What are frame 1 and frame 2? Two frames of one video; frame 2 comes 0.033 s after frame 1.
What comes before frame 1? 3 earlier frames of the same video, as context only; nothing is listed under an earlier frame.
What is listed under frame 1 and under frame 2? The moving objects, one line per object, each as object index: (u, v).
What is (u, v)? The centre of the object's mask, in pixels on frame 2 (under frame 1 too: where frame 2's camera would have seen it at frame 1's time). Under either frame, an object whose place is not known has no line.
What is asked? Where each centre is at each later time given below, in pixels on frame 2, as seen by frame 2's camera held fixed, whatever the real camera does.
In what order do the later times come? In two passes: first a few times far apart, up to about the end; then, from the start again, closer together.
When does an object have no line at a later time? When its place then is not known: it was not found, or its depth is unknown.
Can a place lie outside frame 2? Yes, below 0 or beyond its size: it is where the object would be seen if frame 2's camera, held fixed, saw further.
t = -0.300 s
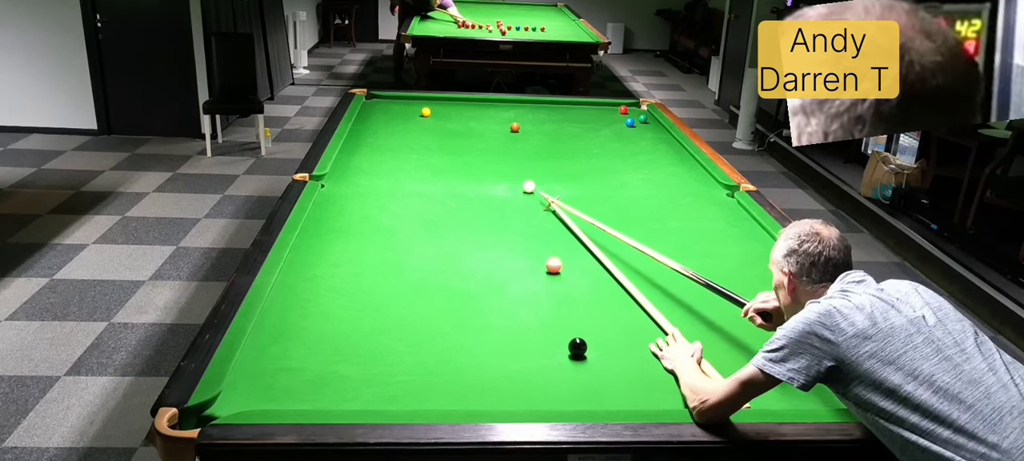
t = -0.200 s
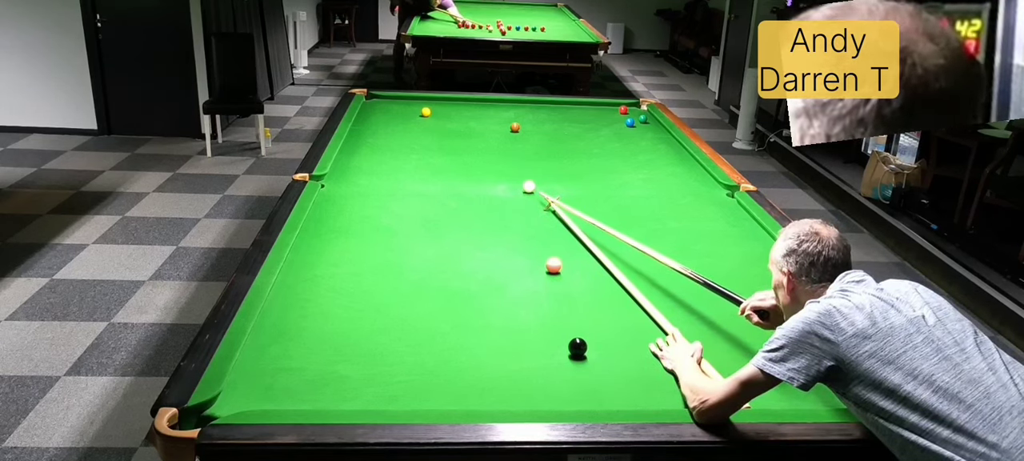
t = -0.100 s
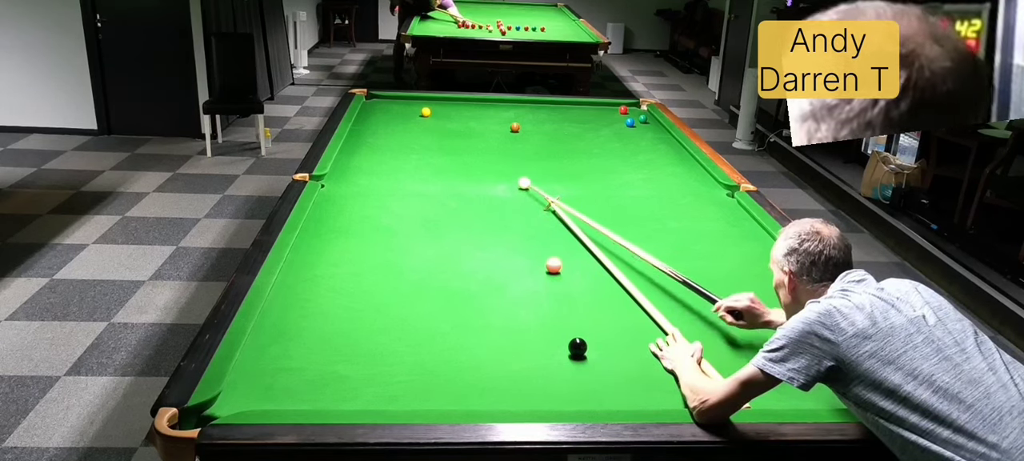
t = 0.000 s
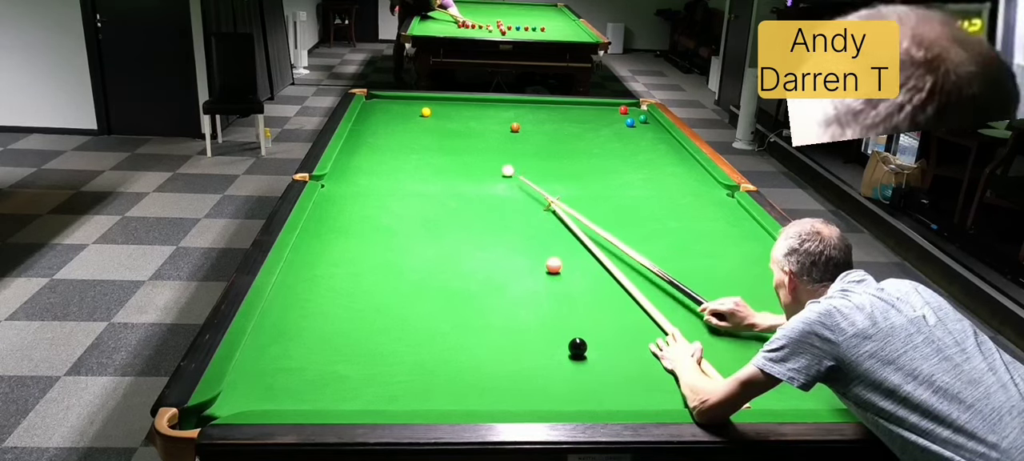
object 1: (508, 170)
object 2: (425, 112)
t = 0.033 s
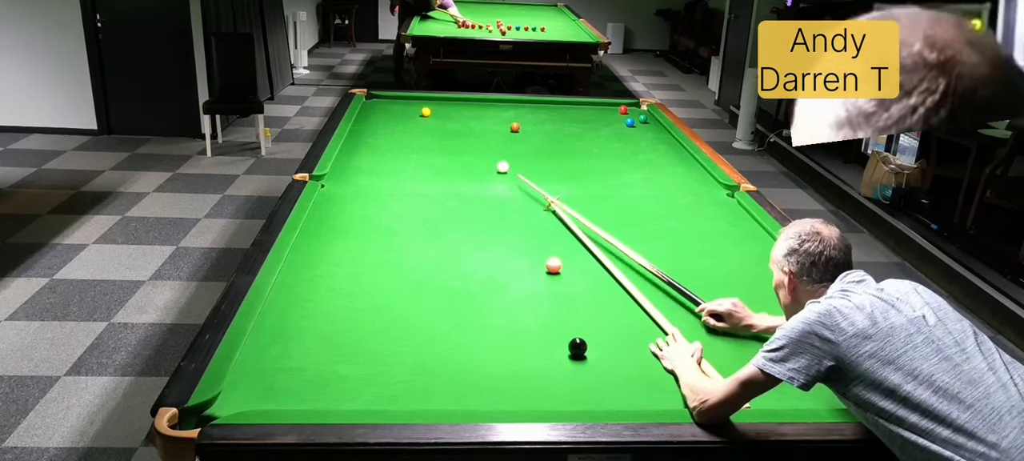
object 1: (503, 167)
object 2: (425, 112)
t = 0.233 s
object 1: (477, 147)
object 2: (425, 112)
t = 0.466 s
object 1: (451, 128)
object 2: (425, 112)
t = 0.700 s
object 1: (432, 113)
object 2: (422, 111)
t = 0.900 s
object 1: (439, 110)
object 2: (400, 102)
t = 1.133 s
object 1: (443, 105)
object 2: (381, 97)
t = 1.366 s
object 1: (447, 101)
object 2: (370, 100)
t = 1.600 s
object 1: (450, 99)
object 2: (377, 104)
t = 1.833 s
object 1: (452, 102)
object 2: (384, 107)
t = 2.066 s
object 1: (454, 104)
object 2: (391, 111)
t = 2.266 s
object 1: (455, 106)
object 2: (398, 114)
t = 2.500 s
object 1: (457, 108)
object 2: (404, 117)
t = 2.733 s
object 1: (458, 110)
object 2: (411, 120)
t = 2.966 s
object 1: (460, 113)
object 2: (418, 123)
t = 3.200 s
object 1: (461, 115)
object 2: (424, 126)
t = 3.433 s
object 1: (462, 117)
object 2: (430, 130)
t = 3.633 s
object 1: (463, 118)
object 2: (435, 132)
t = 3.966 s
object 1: (467, 119)
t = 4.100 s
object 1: (466, 121)
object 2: (447, 137)
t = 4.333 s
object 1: (467, 122)
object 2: (451, 140)
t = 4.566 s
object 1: (468, 123)
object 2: (456, 142)
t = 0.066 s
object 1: (498, 163)
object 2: (425, 112)
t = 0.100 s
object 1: (493, 160)
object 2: (425, 112)
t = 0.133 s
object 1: (489, 157)
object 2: (425, 112)
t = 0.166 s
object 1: (485, 154)
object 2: (425, 112)
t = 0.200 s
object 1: (481, 150)
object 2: (425, 112)
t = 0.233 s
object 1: (477, 147)
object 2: (425, 112)
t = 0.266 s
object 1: (473, 145)
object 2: (425, 112)
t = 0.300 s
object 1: (469, 142)
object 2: (425, 112)
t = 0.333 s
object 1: (465, 139)
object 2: (425, 112)
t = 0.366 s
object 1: (461, 136)
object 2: (425, 112)
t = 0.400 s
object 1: (458, 133)
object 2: (425, 112)
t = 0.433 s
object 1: (454, 131)
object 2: (425, 112)
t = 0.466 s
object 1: (451, 128)
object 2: (425, 112)
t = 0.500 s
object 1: (447, 126)
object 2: (425, 112)
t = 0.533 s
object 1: (444, 123)
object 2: (425, 112)
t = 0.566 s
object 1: (441, 121)
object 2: (425, 112)
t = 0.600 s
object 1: (438, 119)
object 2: (425, 112)
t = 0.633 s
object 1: (435, 117)
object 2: (425, 112)
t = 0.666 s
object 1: (432, 114)
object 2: (424, 112)
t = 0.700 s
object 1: (432, 113)
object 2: (422, 111)
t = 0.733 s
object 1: (433, 113)
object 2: (418, 109)
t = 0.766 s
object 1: (435, 112)
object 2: (414, 108)
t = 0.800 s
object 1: (436, 112)
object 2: (410, 106)
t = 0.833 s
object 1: (437, 111)
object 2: (406, 105)
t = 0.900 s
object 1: (439, 110)
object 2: (400, 102)
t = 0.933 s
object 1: (439, 109)
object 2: (397, 101)
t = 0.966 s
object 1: (440, 109)
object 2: (394, 100)
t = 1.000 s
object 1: (441, 108)
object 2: (391, 99)
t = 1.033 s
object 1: (441, 107)
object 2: (389, 98)
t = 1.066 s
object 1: (442, 107)
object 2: (386, 97)
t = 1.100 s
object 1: (443, 106)
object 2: (383, 96)
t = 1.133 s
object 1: (443, 105)
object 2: (381, 97)
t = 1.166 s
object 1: (444, 104)
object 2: (378, 98)
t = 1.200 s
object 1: (444, 104)
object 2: (376, 98)
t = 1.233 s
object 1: (445, 103)
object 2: (373, 99)
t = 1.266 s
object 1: (445, 103)
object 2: (371, 99)
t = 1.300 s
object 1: (446, 102)
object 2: (369, 99)
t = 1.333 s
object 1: (447, 101)
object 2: (369, 100)
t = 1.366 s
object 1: (447, 101)
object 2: (370, 100)
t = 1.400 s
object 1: (448, 100)
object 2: (371, 101)
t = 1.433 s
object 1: (448, 100)
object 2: (372, 102)
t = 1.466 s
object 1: (449, 99)
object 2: (373, 102)
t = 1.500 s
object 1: (450, 98)
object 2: (374, 103)
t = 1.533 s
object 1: (450, 98)
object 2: (375, 103)
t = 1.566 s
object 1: (450, 98)
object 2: (376, 103)
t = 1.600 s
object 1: (450, 99)
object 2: (377, 104)
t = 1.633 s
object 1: (451, 99)
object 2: (378, 104)
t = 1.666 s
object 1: (451, 100)
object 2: (379, 105)
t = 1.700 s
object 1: (451, 100)
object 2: (380, 105)
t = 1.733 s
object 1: (451, 100)
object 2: (382, 106)
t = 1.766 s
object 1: (452, 101)
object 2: (382, 106)
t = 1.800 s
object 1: (452, 101)
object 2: (384, 107)
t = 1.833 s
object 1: (452, 102)
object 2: (384, 107)
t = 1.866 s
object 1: (452, 102)
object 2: (385, 108)
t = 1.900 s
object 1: (452, 102)
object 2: (386, 108)
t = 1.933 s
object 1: (453, 103)
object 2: (388, 109)
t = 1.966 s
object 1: (453, 103)
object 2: (389, 109)
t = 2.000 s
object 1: (453, 103)
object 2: (390, 110)
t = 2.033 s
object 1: (454, 104)
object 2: (391, 110)
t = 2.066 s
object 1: (454, 104)
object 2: (391, 111)
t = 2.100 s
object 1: (454, 104)
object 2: (392, 111)
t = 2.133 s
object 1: (454, 105)
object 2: (393, 112)
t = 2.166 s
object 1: (455, 105)
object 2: (395, 112)
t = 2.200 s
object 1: (455, 105)
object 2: (396, 113)
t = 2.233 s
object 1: (455, 106)
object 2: (397, 113)
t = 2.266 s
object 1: (455, 106)
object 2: (398, 114)
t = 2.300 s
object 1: (455, 106)
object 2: (399, 114)
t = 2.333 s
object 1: (455, 107)
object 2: (400, 115)
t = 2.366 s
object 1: (456, 107)
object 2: (401, 115)
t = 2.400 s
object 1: (456, 107)
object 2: (402, 115)
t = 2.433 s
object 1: (456, 108)
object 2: (403, 116)
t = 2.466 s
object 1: (456, 108)
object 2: (403, 117)
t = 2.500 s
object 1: (457, 108)
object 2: (404, 117)
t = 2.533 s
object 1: (457, 109)
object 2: (405, 118)
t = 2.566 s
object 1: (457, 109)
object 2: (407, 118)
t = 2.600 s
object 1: (457, 109)
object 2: (407, 119)
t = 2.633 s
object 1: (458, 110)
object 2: (408, 119)
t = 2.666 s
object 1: (458, 110)
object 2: (409, 119)
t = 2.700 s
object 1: (458, 110)
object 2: (410, 120)
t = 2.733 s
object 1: (458, 110)
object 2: (411, 120)
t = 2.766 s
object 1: (458, 111)
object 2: (412, 121)
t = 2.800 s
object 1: (459, 111)
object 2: (413, 121)
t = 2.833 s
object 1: (459, 111)
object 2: (414, 122)
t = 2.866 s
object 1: (459, 112)
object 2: (415, 122)
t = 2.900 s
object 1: (459, 112)
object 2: (416, 122)
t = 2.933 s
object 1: (459, 112)
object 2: (417, 123)
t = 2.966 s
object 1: (460, 113)
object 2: (418, 123)
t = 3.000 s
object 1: (460, 113)
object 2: (419, 124)
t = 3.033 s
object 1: (460, 113)
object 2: (420, 124)
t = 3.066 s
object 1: (460, 113)
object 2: (420, 125)
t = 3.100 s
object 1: (460, 114)
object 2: (421, 125)
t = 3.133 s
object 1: (461, 114)
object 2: (422, 126)
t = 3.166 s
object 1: (461, 114)
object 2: (423, 126)
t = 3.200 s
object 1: (461, 115)
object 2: (424, 126)
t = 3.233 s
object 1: (461, 115)
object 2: (425, 127)
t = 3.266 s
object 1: (461, 115)
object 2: (426, 127)
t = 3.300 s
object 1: (461, 116)
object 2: (427, 128)
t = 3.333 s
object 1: (462, 116)
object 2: (428, 128)
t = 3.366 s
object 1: (462, 116)
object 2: (428, 129)
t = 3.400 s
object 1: (462, 116)
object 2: (429, 129)
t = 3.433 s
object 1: (462, 117)
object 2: (430, 130)
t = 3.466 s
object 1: (462, 117)
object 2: (431, 130)
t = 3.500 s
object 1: (463, 117)
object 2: (432, 130)
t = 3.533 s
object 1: (463, 117)
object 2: (433, 131)
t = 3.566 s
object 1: (463, 118)
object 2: (434, 131)
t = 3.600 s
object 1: (463, 118)
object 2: (435, 132)
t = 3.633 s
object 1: (463, 118)
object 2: (435, 132)
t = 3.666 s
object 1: (464, 118)
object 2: (436, 133)
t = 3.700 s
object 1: (464, 118)
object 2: (437, 133)
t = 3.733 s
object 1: (464, 119)
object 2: (438, 133)
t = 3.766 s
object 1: (465, 119)
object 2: (439, 134)
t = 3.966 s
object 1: (467, 119)
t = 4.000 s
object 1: (466, 121)
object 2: (445, 136)
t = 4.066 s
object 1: (466, 121)
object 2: (446, 137)
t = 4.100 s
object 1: (466, 121)
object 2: (447, 137)
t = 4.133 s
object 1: (466, 121)
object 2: (447, 138)
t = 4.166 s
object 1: (466, 121)
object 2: (448, 138)
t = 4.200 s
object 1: (466, 122)
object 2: (449, 139)
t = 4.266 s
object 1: (467, 122)
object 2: (450, 139)
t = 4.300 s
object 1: (467, 122)
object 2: (451, 139)
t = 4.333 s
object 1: (467, 122)
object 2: (451, 140)
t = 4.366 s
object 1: (467, 122)
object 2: (452, 140)
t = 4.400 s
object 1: (467, 123)
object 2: (453, 141)
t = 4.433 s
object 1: (467, 123)
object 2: (453, 141)
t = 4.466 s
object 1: (468, 123)
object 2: (454, 141)
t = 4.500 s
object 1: (468, 123)
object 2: (455, 141)
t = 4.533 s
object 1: (468, 123)
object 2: (456, 142)
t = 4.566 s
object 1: (468, 123)
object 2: (456, 142)
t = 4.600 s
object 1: (468, 124)
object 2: (457, 142)
